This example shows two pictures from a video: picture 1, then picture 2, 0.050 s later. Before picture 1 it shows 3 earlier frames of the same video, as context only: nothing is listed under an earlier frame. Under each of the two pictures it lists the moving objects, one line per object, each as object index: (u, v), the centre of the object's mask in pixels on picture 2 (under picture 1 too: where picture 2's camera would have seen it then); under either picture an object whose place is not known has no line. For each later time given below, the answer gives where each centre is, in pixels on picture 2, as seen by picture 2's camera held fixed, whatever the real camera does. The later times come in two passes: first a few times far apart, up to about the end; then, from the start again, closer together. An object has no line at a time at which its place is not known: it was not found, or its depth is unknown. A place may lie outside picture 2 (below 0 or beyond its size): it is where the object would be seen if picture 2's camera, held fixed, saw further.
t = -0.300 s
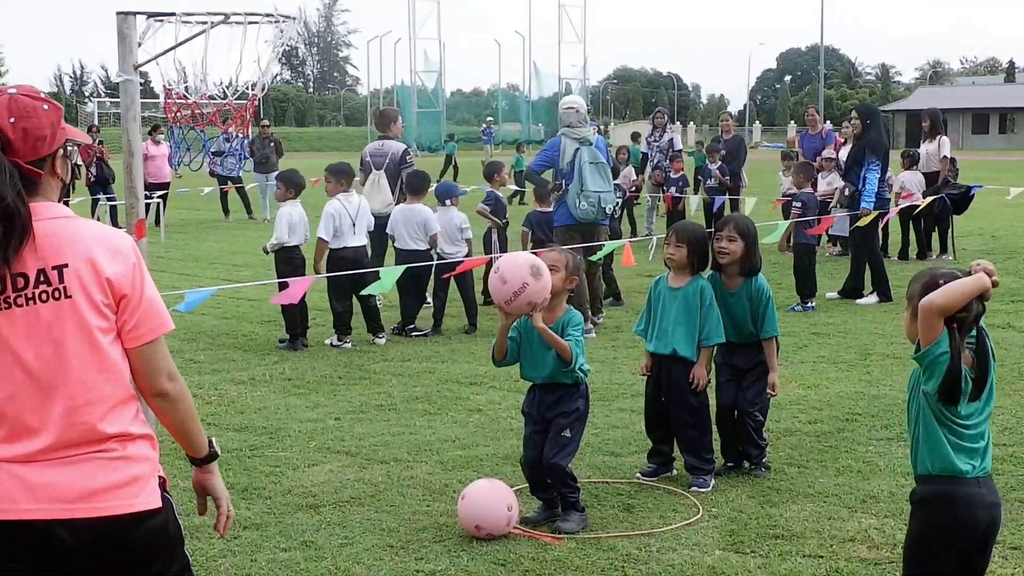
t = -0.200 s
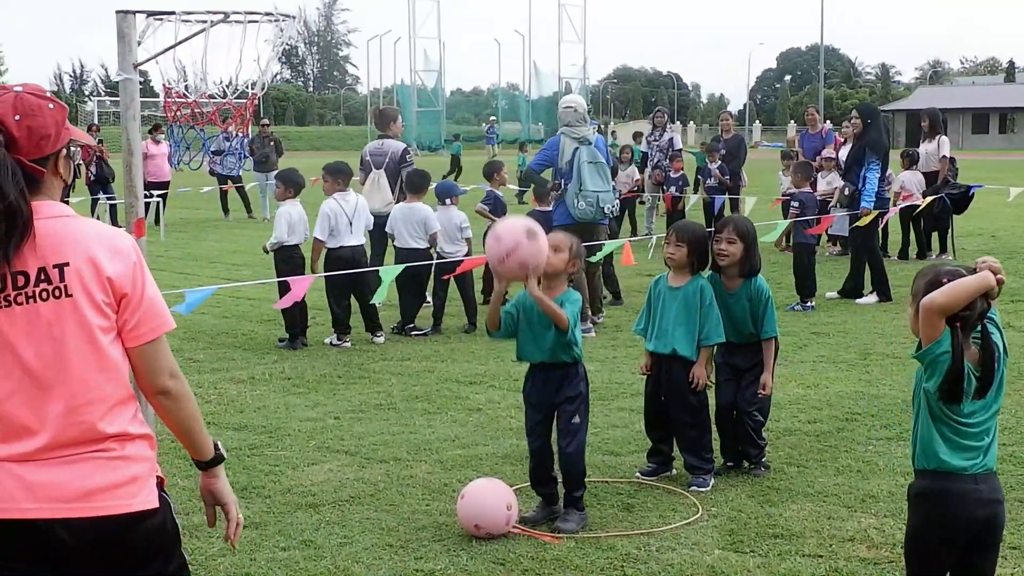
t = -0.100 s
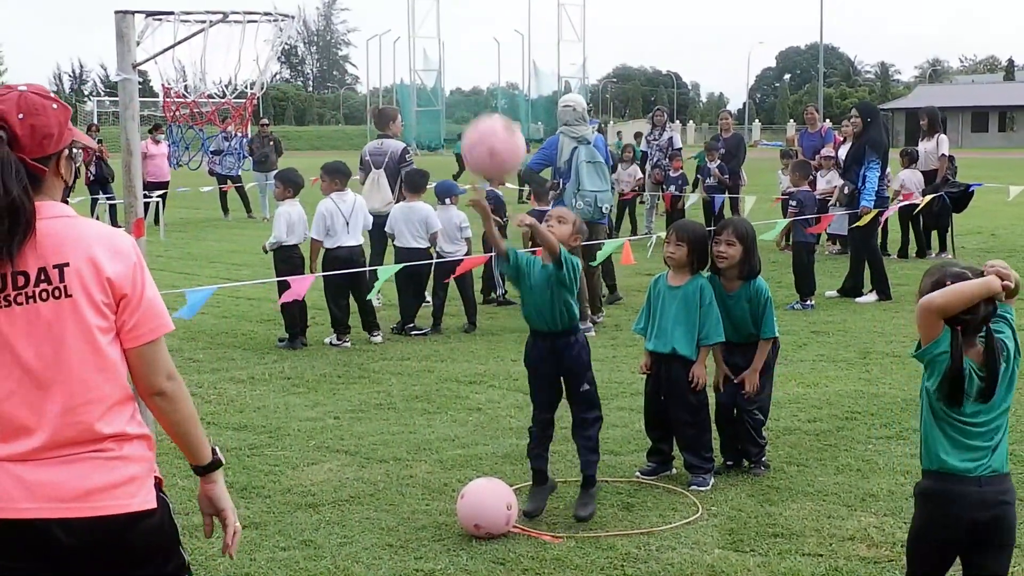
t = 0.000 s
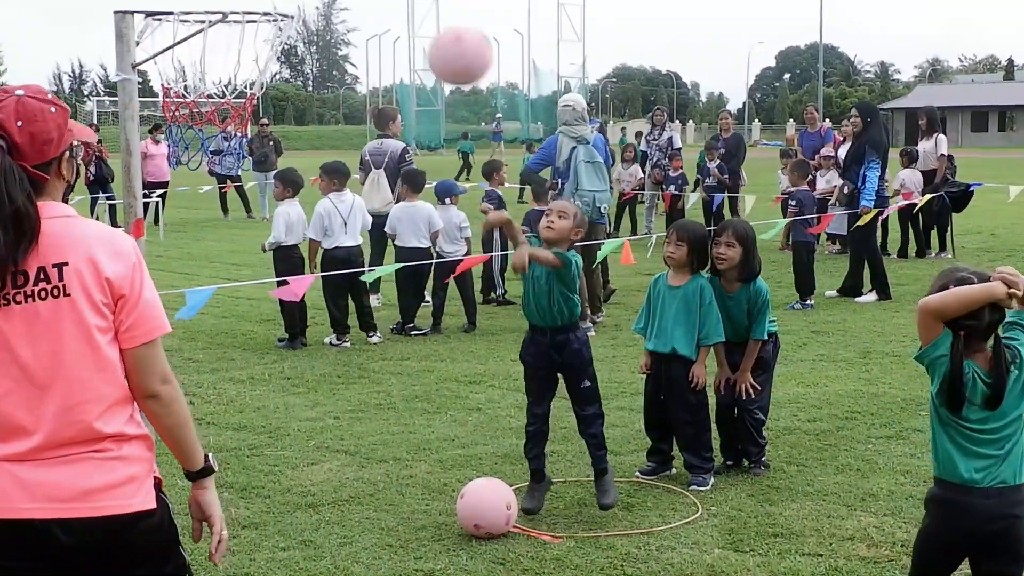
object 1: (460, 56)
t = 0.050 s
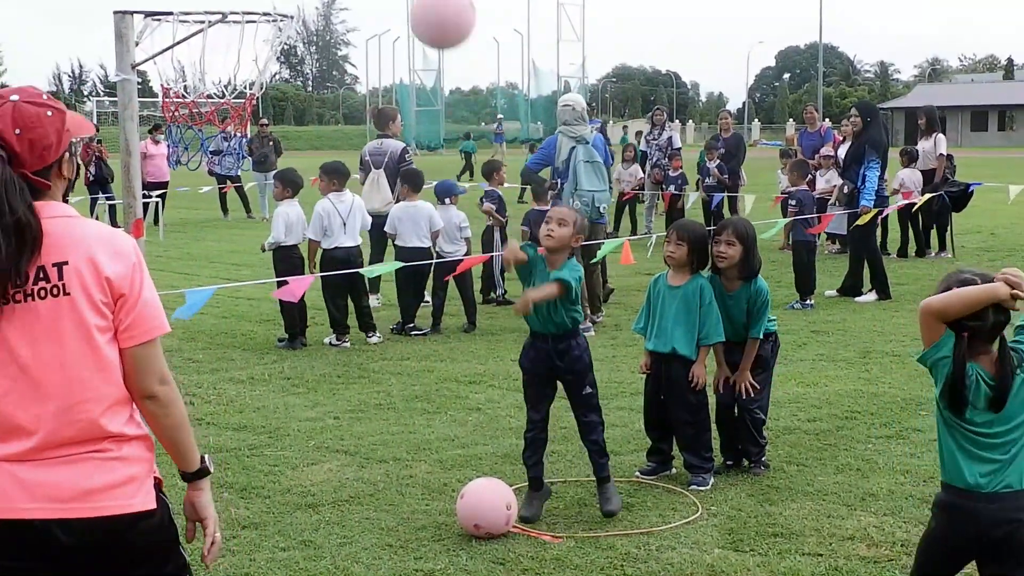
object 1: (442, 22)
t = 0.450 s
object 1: (287, 8)
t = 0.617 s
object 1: (321, 39)
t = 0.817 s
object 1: (380, 190)
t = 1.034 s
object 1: (432, 465)
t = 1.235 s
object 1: (318, 474)
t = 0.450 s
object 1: (287, 8)
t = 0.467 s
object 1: (283, 9)
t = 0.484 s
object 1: (280, 15)
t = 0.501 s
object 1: (291, 15)
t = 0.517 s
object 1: (296, 19)
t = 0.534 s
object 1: (300, 20)
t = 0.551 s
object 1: (305, 23)
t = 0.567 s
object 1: (309, 26)
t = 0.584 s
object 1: (312, 29)
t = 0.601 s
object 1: (317, 34)
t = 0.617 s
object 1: (321, 39)
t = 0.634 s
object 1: (325, 47)
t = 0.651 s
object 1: (330, 56)
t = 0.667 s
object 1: (335, 66)
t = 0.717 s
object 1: (351, 101)
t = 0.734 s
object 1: (356, 114)
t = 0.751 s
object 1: (361, 127)
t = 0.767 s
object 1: (366, 141)
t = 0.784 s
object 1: (371, 157)
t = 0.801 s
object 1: (376, 173)
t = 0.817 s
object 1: (380, 190)
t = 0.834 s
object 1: (384, 207)
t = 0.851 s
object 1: (389, 226)
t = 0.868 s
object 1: (393, 245)
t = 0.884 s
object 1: (397, 266)
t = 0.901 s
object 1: (401, 284)
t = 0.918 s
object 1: (406, 305)
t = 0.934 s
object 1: (410, 326)
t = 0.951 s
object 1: (413, 348)
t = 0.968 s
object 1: (417, 370)
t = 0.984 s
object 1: (421, 394)
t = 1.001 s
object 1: (425, 415)
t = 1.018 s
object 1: (429, 440)
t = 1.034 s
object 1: (432, 465)
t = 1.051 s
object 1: (433, 486)
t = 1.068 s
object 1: (426, 495)
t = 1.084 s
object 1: (418, 503)
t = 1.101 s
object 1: (408, 502)
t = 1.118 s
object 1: (396, 497)
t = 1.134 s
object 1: (385, 492)
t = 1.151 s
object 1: (374, 486)
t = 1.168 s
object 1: (363, 482)
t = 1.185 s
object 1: (351, 479)
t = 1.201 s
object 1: (341, 477)
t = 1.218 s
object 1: (330, 475)
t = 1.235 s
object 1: (318, 474)
